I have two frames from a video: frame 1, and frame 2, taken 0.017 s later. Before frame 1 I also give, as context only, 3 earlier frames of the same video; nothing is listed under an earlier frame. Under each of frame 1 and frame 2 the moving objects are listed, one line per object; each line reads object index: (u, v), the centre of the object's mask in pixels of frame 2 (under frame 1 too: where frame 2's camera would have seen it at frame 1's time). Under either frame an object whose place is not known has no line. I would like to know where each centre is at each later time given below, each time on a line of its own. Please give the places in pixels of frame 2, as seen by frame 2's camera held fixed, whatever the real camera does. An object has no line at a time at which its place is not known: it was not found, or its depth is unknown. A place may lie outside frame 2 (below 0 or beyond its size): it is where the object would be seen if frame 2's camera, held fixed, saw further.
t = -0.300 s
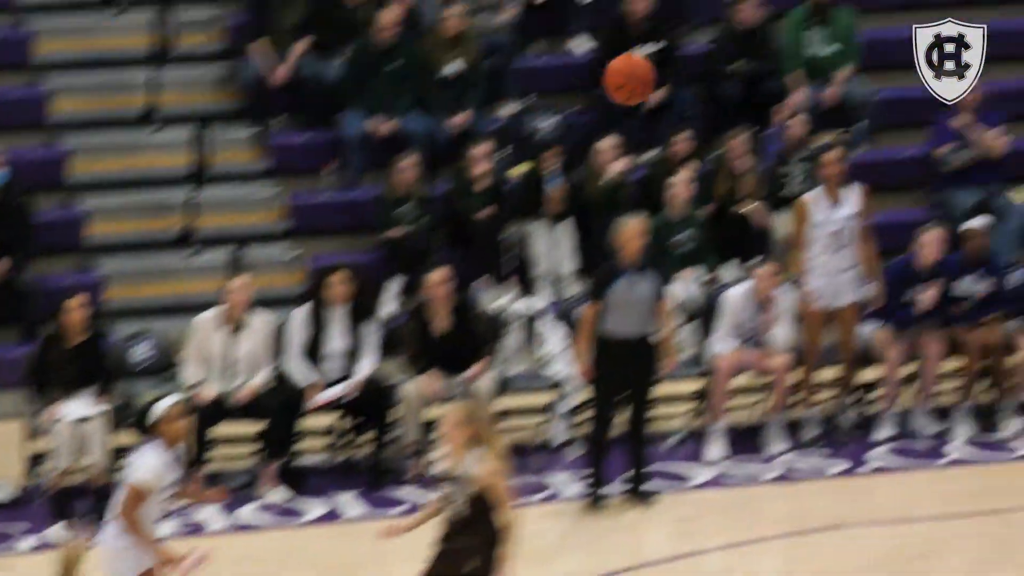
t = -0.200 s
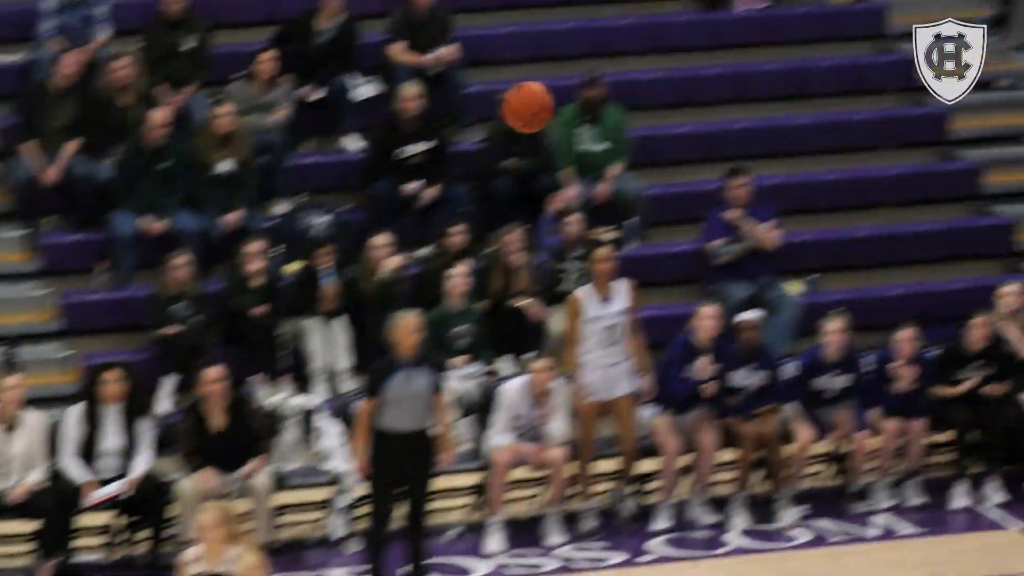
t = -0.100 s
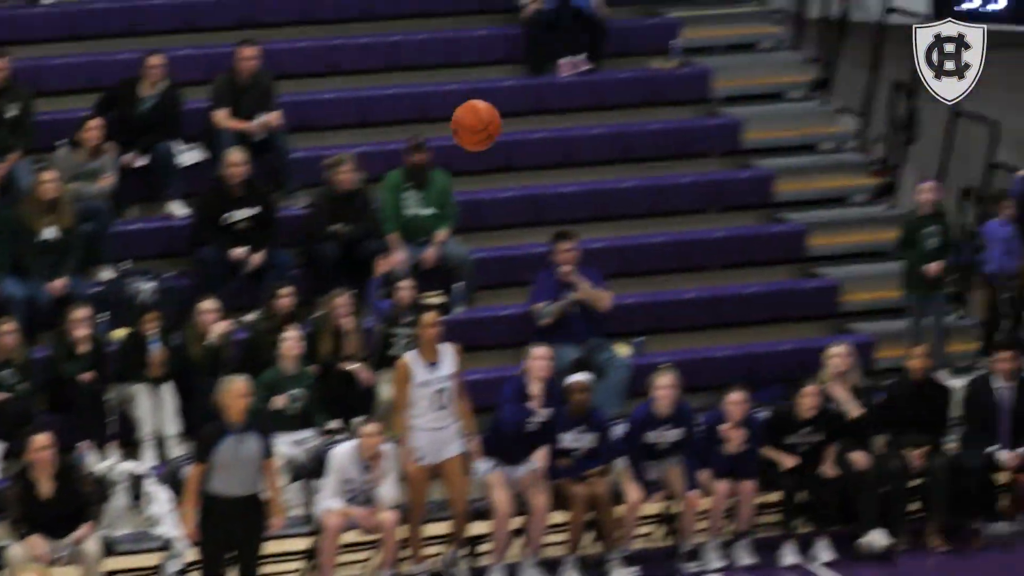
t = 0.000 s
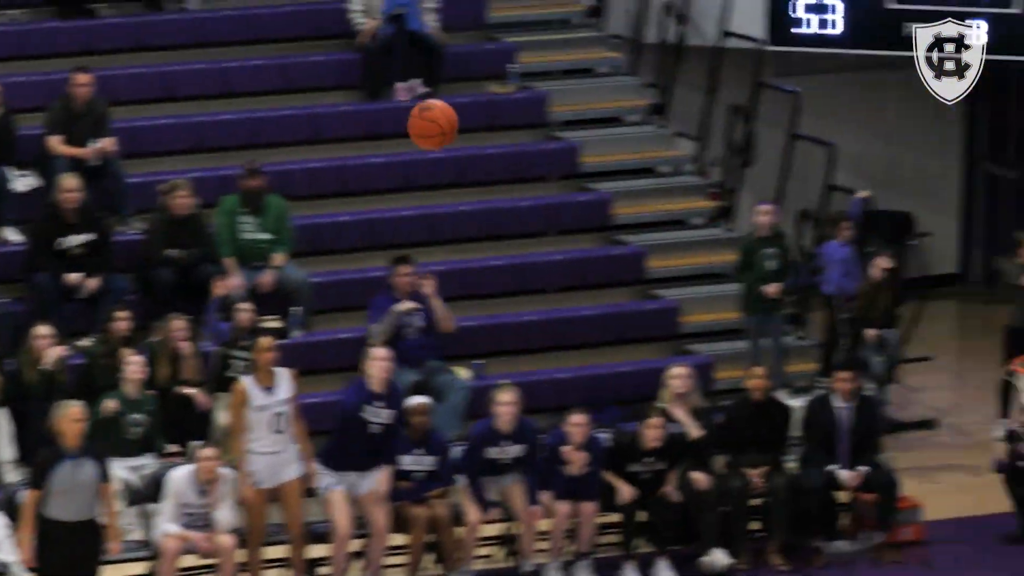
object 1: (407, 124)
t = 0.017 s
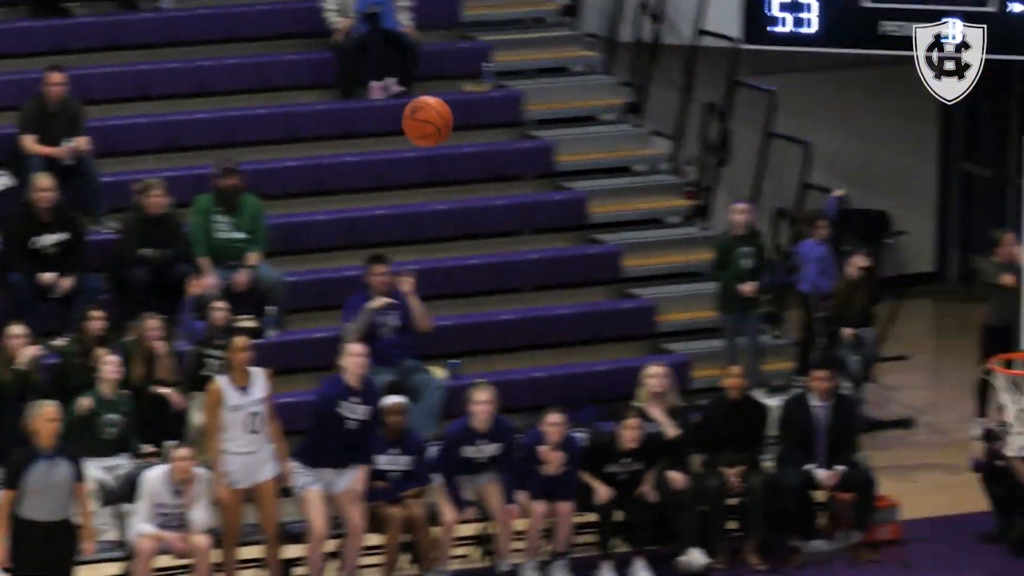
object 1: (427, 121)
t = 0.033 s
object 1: (447, 120)
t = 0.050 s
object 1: (467, 119)
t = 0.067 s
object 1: (486, 119)
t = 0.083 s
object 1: (506, 119)
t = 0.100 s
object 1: (525, 119)
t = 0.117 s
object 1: (544, 120)
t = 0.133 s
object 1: (564, 122)
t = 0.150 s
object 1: (582, 124)
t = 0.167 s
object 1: (601, 127)
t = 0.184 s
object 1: (620, 131)
